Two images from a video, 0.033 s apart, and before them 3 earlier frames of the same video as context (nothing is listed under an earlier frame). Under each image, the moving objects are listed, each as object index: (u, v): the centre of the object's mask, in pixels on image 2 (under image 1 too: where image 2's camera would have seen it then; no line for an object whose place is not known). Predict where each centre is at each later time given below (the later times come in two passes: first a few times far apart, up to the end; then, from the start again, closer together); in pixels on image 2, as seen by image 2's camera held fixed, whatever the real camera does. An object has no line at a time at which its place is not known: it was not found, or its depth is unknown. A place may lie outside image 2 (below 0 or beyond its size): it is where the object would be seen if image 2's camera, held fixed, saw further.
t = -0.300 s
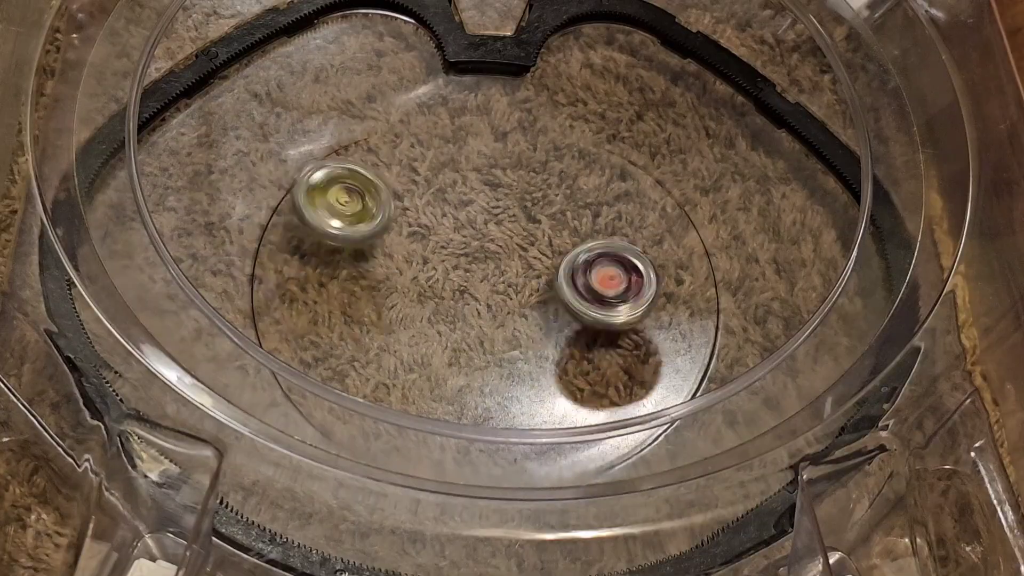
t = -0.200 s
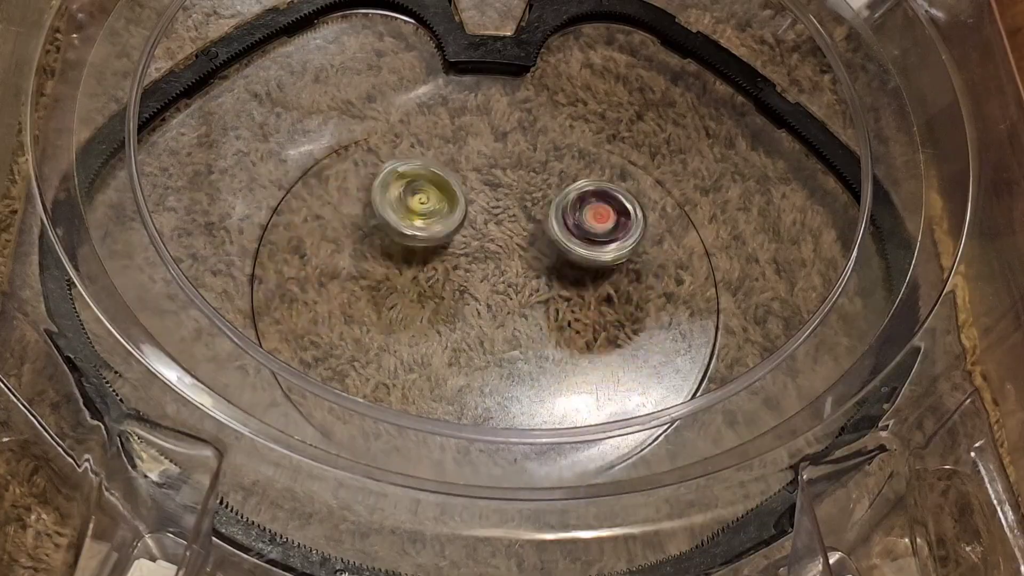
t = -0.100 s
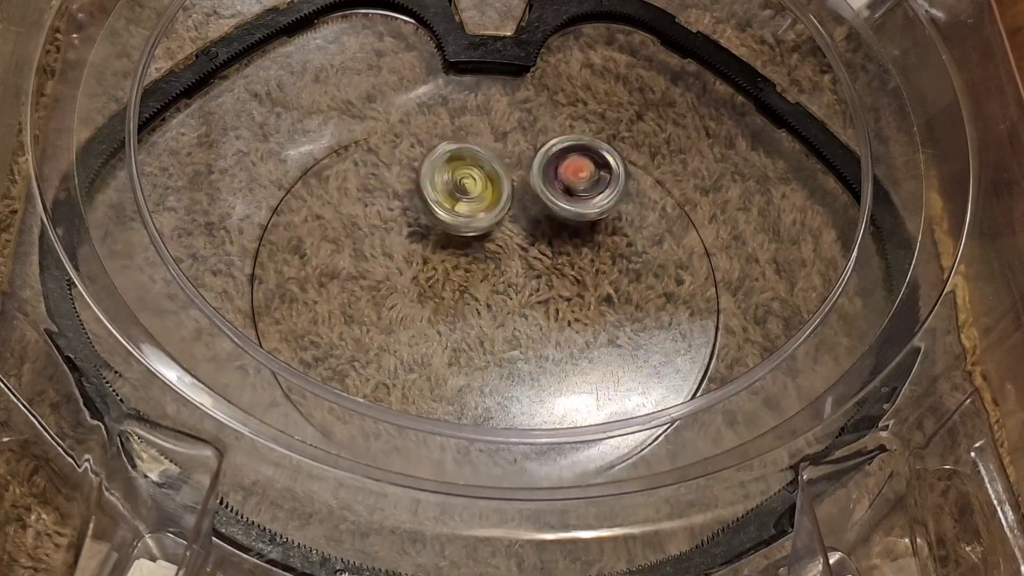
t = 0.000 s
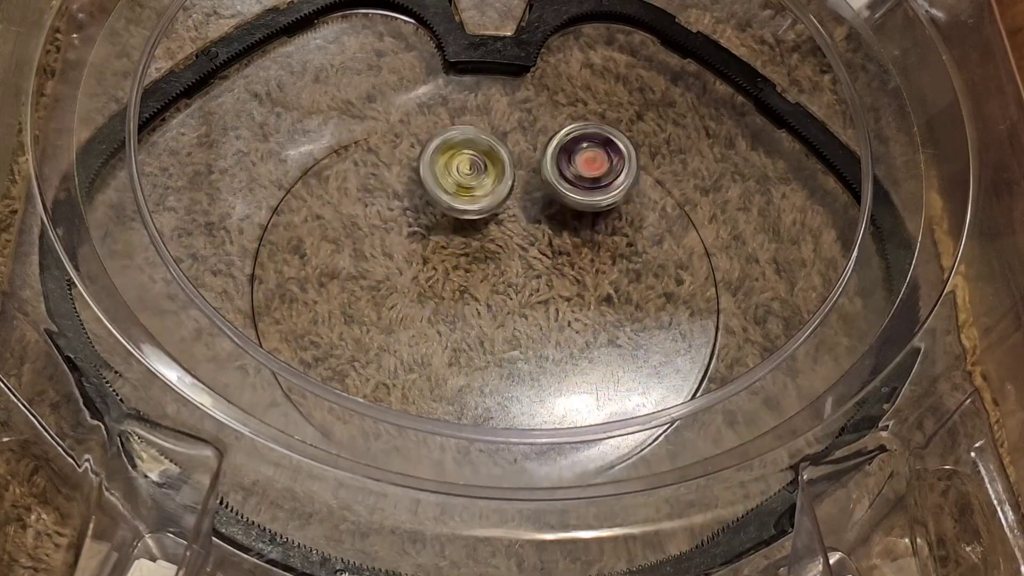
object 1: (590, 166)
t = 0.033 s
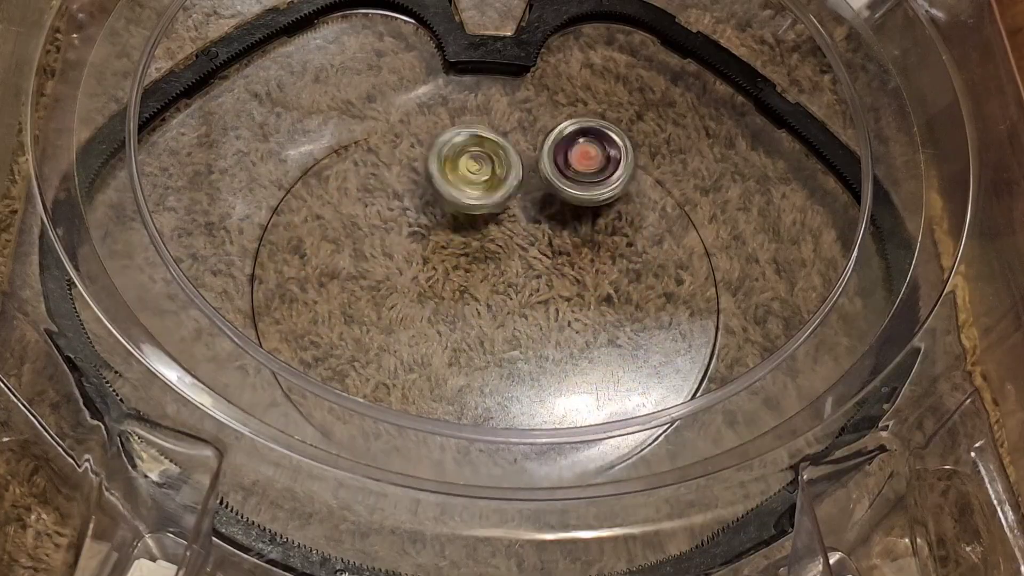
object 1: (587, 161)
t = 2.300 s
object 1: (430, 210)
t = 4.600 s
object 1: (529, 227)
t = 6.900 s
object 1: (544, 198)
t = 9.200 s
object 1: (485, 250)
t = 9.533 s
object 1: (517, 256)
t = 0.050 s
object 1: (585, 159)
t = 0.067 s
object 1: (582, 158)
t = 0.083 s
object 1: (597, 158)
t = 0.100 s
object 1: (612, 157)
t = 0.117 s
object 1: (625, 157)
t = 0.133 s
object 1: (638, 156)
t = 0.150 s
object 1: (649, 157)
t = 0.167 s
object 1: (658, 158)
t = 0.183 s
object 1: (660, 162)
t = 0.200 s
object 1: (662, 169)
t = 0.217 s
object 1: (662, 178)
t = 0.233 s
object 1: (664, 184)
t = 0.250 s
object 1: (665, 191)
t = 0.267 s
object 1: (665, 198)
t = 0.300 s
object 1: (664, 213)
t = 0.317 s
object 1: (663, 220)
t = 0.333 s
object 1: (661, 226)
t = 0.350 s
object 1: (659, 233)
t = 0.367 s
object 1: (657, 240)
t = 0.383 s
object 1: (655, 247)
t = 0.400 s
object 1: (652, 253)
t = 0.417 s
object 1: (649, 260)
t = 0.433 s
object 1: (646, 266)
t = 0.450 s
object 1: (641, 273)
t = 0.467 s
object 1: (638, 279)
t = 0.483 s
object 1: (634, 286)
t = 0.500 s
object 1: (630, 293)
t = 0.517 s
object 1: (631, 298)
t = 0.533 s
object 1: (641, 300)
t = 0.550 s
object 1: (651, 302)
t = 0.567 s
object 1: (659, 305)
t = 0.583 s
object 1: (666, 309)
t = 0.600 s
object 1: (673, 313)
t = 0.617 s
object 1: (679, 317)
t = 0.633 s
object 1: (685, 321)
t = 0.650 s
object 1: (690, 325)
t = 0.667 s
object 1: (695, 328)
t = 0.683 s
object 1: (697, 331)
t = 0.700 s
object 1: (691, 330)
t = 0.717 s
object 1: (685, 333)
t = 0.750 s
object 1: (670, 334)
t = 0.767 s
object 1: (662, 334)
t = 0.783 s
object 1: (654, 335)
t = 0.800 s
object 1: (646, 335)
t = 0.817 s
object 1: (637, 335)
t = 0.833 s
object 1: (628, 335)
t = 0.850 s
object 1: (619, 336)
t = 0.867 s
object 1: (609, 338)
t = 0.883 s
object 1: (600, 338)
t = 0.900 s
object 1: (591, 340)
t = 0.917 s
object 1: (579, 340)
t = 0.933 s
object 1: (571, 342)
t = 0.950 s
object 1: (560, 343)
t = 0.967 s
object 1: (549, 345)
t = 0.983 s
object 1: (540, 347)
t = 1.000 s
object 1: (530, 349)
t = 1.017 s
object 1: (520, 351)
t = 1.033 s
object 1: (510, 354)
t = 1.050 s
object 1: (500, 355)
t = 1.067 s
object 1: (491, 358)
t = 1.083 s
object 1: (482, 359)
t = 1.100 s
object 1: (472, 361)
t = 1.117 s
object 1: (464, 363)
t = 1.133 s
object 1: (455, 365)
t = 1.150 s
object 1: (447, 367)
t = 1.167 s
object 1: (439, 368)
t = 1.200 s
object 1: (423, 370)
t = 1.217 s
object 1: (416, 371)
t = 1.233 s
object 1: (410, 372)
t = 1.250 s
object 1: (402, 372)
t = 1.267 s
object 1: (395, 372)
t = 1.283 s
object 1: (390, 372)
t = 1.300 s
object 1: (384, 372)
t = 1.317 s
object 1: (379, 371)
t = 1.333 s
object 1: (374, 371)
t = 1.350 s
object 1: (370, 371)
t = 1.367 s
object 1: (366, 370)
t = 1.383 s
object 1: (363, 369)
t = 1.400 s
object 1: (360, 368)
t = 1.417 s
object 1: (358, 368)
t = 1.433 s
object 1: (357, 367)
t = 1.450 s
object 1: (357, 366)
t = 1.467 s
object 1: (357, 364)
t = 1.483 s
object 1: (358, 363)
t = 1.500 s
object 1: (359, 362)
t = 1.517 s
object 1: (361, 359)
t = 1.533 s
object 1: (364, 356)
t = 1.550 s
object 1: (368, 352)
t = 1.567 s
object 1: (373, 348)
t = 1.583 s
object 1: (378, 340)
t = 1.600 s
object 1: (383, 334)
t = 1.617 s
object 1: (387, 329)
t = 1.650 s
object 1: (398, 312)
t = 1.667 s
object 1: (402, 303)
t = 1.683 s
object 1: (407, 294)
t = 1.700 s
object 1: (410, 284)
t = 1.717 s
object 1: (414, 275)
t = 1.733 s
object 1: (417, 265)
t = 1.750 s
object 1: (420, 257)
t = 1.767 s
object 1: (418, 247)
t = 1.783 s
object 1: (393, 237)
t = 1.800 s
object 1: (369, 226)
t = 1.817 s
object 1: (348, 217)
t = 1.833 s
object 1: (328, 207)
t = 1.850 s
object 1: (312, 199)
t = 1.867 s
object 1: (297, 194)
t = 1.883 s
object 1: (285, 189)
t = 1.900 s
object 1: (279, 186)
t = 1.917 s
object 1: (278, 186)
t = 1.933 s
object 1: (276, 187)
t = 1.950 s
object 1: (277, 188)
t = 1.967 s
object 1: (276, 189)
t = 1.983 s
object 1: (278, 190)
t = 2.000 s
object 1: (280, 193)
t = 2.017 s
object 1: (283, 194)
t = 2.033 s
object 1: (286, 199)
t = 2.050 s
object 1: (291, 202)
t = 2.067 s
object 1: (295, 203)
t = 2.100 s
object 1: (306, 207)
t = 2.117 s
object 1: (313, 209)
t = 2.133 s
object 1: (320, 210)
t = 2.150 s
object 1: (329, 211)
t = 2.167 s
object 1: (338, 212)
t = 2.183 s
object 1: (348, 211)
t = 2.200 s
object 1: (358, 212)
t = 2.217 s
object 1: (368, 213)
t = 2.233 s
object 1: (380, 213)
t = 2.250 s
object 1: (393, 213)
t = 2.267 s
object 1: (405, 212)
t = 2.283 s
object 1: (415, 212)
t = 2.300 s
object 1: (430, 210)
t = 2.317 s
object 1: (441, 208)
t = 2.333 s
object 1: (453, 207)
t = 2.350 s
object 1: (465, 206)
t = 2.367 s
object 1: (475, 204)
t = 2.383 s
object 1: (485, 203)
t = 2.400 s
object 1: (497, 201)
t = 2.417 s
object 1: (507, 199)
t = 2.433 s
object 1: (516, 198)
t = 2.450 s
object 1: (526, 197)
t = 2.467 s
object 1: (534, 194)
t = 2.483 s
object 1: (544, 193)
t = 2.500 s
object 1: (552, 191)
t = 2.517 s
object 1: (560, 190)
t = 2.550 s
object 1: (575, 187)
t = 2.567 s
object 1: (582, 185)
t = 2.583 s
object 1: (590, 183)
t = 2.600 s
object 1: (597, 182)
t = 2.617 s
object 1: (602, 181)
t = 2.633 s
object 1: (608, 180)
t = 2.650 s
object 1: (614, 179)
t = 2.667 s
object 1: (620, 178)
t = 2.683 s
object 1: (625, 178)
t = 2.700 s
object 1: (630, 178)
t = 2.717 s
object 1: (634, 178)
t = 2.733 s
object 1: (640, 178)
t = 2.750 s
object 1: (644, 179)
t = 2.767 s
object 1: (648, 180)
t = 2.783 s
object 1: (652, 180)
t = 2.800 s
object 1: (655, 183)
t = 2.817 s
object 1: (657, 185)
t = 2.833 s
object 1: (659, 187)
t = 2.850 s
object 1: (660, 190)
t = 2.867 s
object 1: (661, 193)
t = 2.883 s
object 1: (661, 197)
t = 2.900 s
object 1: (659, 201)
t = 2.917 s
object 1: (658, 206)
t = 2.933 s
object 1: (655, 210)
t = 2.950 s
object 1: (653, 215)
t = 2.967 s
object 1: (649, 221)
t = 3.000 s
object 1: (640, 231)
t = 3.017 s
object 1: (636, 236)
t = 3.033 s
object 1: (630, 242)
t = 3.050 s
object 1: (625, 248)
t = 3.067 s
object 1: (620, 255)
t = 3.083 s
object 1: (613, 262)
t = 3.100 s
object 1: (607, 269)
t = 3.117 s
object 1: (601, 276)
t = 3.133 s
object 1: (595, 284)
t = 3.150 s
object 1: (589, 292)
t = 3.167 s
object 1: (583, 299)
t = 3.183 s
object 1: (577, 306)
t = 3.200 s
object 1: (572, 313)
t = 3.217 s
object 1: (566, 320)
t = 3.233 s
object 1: (560, 327)
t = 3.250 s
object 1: (556, 333)
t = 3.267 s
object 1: (549, 340)
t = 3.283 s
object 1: (545, 346)
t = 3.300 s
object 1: (540, 352)
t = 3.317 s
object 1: (536, 358)
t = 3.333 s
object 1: (532, 363)
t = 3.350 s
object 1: (527, 368)
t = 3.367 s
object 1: (523, 374)
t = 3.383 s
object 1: (519, 378)
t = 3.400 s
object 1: (516, 382)
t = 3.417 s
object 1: (512, 386)
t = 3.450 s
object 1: (506, 391)
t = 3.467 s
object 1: (503, 393)
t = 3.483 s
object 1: (500, 394)
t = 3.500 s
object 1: (497, 396)
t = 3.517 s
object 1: (496, 396)
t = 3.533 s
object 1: (494, 398)
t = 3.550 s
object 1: (493, 397)
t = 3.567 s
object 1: (492, 397)
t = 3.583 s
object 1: (490, 396)
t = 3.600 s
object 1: (489, 395)
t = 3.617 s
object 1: (487, 393)
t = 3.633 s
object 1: (486, 391)
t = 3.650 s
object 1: (484, 389)
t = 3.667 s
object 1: (482, 385)
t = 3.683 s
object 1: (480, 381)
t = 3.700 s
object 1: (478, 376)
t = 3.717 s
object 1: (476, 368)
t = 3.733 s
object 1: (473, 361)
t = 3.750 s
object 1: (471, 354)
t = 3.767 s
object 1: (468, 346)
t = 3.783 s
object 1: (465, 339)
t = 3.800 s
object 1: (461, 331)
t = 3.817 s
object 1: (456, 323)
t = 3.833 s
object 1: (452, 315)
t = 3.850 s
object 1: (448, 306)
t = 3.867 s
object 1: (444, 298)
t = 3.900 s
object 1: (436, 283)
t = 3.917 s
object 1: (432, 276)
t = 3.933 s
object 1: (428, 268)
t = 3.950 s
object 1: (424, 262)
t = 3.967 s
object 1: (419, 255)
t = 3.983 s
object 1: (416, 249)
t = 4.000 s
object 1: (412, 243)
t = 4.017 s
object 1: (409, 237)
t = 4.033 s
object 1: (405, 232)
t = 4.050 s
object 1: (400, 226)
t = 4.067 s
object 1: (396, 221)
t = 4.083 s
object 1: (393, 216)
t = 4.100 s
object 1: (390, 212)
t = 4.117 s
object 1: (387, 208)
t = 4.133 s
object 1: (384, 203)
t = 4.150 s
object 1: (381, 201)
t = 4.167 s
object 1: (379, 198)
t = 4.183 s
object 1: (377, 196)
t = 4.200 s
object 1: (376, 194)
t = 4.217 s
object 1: (375, 193)
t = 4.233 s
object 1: (375, 193)
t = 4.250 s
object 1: (376, 193)
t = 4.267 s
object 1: (378, 194)
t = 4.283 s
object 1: (380, 195)
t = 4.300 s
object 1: (383, 197)
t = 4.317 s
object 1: (387, 198)
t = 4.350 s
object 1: (398, 203)
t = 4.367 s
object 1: (404, 205)
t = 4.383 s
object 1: (411, 209)
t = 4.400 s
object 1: (418, 211)
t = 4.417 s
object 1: (427, 214)
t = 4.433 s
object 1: (434, 216)
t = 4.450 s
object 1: (442, 218)
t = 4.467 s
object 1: (452, 221)
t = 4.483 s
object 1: (461, 222)
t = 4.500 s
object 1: (472, 224)
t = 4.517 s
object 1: (483, 225)
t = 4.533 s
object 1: (492, 226)
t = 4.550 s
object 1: (502, 226)
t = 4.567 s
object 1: (511, 226)
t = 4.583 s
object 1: (519, 227)
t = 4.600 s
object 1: (529, 227)
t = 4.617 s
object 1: (537, 227)
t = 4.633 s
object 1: (547, 226)
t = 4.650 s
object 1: (553, 226)
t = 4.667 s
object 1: (562, 224)
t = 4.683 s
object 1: (570, 223)
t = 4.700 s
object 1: (577, 222)
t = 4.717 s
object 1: (583, 221)
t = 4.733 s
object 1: (589, 219)
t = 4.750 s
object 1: (596, 218)
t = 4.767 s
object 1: (600, 216)
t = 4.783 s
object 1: (605, 214)
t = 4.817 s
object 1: (612, 210)
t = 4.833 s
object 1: (616, 209)
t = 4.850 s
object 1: (617, 208)
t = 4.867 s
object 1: (618, 206)
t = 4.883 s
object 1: (618, 206)
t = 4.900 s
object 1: (617, 206)
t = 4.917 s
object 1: (616, 206)
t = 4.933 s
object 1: (612, 207)
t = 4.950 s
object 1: (609, 207)
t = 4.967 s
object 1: (607, 209)
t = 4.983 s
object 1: (603, 212)
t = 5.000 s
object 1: (599, 215)
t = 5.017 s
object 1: (594, 218)
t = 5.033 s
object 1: (588, 222)
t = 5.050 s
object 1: (584, 226)
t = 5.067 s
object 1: (578, 231)
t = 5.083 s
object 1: (573, 236)
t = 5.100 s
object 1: (568, 241)
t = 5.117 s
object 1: (562, 246)
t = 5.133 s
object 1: (556, 252)
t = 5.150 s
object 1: (551, 259)
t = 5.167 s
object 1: (547, 265)
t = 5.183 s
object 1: (541, 272)
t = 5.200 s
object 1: (535, 279)
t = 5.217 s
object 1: (531, 286)
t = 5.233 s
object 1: (527, 293)
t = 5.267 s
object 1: (520, 307)
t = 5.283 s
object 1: (516, 313)
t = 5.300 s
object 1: (514, 318)
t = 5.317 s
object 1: (512, 325)
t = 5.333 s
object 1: (509, 331)
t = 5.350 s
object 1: (508, 337)
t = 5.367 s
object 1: (505, 342)
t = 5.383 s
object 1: (504, 347)
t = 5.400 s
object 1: (503, 353)
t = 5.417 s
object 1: (502, 358)
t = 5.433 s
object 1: (502, 362)
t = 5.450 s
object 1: (502, 366)
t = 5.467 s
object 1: (503, 370)
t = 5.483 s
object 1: (505, 373)
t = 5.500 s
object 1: (507, 376)
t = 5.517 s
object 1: (509, 377)
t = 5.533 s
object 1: (510, 378)
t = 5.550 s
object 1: (513, 378)
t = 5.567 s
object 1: (515, 377)
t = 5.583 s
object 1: (516, 376)
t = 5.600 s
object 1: (518, 373)
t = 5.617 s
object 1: (519, 370)
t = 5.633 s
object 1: (519, 366)
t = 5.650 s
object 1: (521, 361)
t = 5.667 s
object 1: (521, 357)
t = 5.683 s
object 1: (520, 351)
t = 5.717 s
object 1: (517, 339)
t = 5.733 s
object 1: (514, 332)
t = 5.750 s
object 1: (512, 325)
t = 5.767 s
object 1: (508, 319)
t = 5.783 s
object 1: (504, 310)
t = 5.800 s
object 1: (500, 302)
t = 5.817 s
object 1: (494, 295)
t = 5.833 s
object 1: (490, 289)
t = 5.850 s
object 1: (485, 281)
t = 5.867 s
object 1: (480, 276)
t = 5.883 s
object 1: (475, 269)
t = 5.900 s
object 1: (469, 264)
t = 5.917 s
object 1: (463, 257)
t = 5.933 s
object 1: (458, 252)
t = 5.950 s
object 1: (452, 248)
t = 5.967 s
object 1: (446, 243)
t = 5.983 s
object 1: (442, 239)
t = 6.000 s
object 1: (436, 234)
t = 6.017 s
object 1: (431, 231)
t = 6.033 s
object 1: (425, 229)
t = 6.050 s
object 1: (420, 225)
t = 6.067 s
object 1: (415, 224)
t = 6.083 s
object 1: (410, 222)
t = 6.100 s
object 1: (406, 219)
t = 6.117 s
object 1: (401, 220)
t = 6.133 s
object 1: (398, 218)
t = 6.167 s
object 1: (393, 220)
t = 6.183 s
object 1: (392, 220)
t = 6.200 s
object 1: (392, 222)
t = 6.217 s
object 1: (392, 224)
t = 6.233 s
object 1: (392, 227)
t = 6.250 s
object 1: (394, 231)
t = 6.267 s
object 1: (396, 233)
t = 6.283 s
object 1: (399, 235)
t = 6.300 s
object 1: (403, 238)
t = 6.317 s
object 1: (408, 241)
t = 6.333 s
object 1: (415, 244)
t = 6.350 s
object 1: (420, 248)
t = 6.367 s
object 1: (427, 250)
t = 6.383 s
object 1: (435, 252)
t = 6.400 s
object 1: (442, 256)
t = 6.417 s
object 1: (450, 257)
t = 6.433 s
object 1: (459, 259)
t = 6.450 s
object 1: (469, 261)
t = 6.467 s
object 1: (477, 261)
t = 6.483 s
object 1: (484, 258)
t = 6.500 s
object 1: (489, 255)
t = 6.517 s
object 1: (495, 251)
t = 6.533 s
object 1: (502, 247)
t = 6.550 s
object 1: (507, 245)
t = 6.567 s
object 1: (512, 240)
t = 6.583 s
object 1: (519, 237)
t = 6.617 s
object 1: (528, 229)
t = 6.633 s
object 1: (532, 226)
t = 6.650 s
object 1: (536, 222)
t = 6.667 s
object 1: (539, 218)
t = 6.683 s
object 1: (542, 214)
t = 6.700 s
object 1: (545, 211)
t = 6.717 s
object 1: (548, 207)
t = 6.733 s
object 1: (549, 206)
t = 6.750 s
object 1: (550, 203)
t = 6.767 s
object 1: (552, 200)
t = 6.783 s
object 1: (552, 199)
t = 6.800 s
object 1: (551, 197)
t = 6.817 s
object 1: (550, 196)
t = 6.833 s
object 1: (549, 196)
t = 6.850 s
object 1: (548, 195)
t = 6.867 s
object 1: (547, 195)
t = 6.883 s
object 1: (546, 196)
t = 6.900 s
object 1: (544, 198)
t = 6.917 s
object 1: (542, 200)
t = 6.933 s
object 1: (538, 203)
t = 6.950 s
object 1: (537, 206)
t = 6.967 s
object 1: (535, 209)
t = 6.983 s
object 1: (532, 213)
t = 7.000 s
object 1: (530, 218)
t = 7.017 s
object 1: (529, 222)
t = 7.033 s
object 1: (528, 227)
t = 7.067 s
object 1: (534, 233)
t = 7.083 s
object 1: (536, 236)
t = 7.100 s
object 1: (538, 239)
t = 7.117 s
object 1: (540, 242)
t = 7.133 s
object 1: (542, 246)
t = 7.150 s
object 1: (544, 250)
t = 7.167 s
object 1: (546, 253)
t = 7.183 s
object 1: (548, 258)
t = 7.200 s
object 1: (549, 262)
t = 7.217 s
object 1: (550, 265)
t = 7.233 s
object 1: (553, 269)
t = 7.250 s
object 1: (554, 273)
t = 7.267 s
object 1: (555, 276)
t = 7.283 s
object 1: (557, 280)
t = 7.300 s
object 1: (558, 283)
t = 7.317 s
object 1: (558, 286)
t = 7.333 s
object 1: (560, 289)
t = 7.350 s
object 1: (561, 292)
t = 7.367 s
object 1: (561, 295)
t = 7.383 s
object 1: (562, 298)
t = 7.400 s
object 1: (561, 300)
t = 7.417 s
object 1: (561, 303)
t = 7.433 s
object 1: (562, 304)
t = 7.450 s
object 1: (561, 307)
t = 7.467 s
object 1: (560, 308)
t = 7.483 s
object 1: (560, 310)
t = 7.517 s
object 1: (562, 315)
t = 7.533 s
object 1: (569, 319)
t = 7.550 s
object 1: (575, 323)
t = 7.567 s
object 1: (581, 327)
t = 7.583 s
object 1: (584, 329)
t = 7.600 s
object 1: (589, 330)
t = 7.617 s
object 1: (593, 331)
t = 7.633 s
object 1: (595, 332)
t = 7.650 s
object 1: (598, 331)
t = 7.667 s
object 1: (600, 332)
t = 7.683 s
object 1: (601, 331)
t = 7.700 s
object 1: (601, 330)
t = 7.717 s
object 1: (602, 328)
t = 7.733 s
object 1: (601, 327)
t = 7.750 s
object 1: (600, 325)
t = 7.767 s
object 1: (598, 322)
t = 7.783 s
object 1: (596, 320)
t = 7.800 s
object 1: (593, 318)
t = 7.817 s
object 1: (589, 316)
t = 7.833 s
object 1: (585, 312)
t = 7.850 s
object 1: (581, 310)
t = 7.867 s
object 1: (574, 307)
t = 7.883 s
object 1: (568, 304)
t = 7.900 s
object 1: (563, 301)
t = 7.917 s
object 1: (555, 298)
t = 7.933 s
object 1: (548, 294)
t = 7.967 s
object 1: (534, 288)
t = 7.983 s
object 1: (525, 285)
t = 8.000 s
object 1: (517, 281)
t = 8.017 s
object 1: (510, 282)
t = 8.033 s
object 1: (505, 297)
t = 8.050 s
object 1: (498, 309)
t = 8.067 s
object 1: (493, 320)
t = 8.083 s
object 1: (488, 328)
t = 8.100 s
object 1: (481, 336)
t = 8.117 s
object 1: (475, 342)
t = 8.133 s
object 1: (472, 347)
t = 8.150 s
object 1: (468, 351)
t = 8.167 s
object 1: (464, 356)
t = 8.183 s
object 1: (460, 359)
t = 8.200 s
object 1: (459, 360)
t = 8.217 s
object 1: (456, 363)
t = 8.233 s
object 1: (454, 366)
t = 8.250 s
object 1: (451, 367)
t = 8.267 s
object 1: (449, 369)
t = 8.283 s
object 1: (446, 370)
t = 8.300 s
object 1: (444, 371)
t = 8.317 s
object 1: (443, 369)
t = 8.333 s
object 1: (442, 368)
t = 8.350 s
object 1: (441, 367)
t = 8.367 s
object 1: (439, 364)
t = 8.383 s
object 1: (440, 361)
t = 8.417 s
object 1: (440, 357)
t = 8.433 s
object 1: (440, 353)
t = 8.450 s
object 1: (439, 348)
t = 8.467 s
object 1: (441, 343)
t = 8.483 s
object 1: (441, 339)
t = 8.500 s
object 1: (438, 335)
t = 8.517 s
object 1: (426, 335)
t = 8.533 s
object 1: (417, 336)
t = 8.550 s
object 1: (409, 336)
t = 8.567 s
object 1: (401, 335)
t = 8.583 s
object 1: (396, 334)
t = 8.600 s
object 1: (392, 333)
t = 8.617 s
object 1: (389, 332)
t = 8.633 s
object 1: (386, 331)
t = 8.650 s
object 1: (382, 328)
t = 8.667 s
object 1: (380, 325)
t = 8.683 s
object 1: (378, 323)
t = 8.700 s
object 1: (376, 320)
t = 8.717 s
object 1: (374, 315)
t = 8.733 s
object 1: (374, 312)
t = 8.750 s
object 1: (375, 310)
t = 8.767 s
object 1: (376, 306)
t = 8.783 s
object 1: (377, 302)
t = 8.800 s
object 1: (380, 298)
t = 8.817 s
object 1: (385, 288)
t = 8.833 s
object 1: (389, 285)
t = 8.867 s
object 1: (398, 276)
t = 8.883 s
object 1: (403, 272)
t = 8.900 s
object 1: (408, 269)
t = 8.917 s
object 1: (413, 267)
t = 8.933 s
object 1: (419, 264)
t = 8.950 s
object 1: (425, 263)
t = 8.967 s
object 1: (430, 261)
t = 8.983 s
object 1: (435, 260)
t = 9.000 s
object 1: (441, 259)
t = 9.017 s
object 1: (447, 258)
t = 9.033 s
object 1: (453, 259)
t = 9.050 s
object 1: (457, 259)
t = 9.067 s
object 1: (462, 260)
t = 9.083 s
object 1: (464, 257)
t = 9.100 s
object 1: (465, 254)
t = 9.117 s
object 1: (467, 252)
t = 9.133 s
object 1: (470, 250)
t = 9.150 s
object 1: (474, 248)
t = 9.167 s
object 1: (479, 249)
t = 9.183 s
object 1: (481, 250)
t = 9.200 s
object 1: (485, 250)
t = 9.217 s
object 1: (489, 252)
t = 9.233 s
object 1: (494, 255)
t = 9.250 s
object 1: (498, 257)
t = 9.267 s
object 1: (499, 259)
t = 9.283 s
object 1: (502, 259)
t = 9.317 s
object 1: (506, 260)
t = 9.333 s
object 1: (508, 260)
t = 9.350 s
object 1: (509, 260)
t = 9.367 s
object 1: (511, 260)
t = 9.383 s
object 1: (513, 260)
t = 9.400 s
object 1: (513, 262)
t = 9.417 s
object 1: (513, 263)
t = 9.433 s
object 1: (513, 264)
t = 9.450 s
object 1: (514, 264)
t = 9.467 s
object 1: (515, 263)
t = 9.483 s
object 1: (515, 262)
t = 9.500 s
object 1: (517, 260)
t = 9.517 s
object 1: (516, 259)
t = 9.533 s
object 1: (517, 256)
